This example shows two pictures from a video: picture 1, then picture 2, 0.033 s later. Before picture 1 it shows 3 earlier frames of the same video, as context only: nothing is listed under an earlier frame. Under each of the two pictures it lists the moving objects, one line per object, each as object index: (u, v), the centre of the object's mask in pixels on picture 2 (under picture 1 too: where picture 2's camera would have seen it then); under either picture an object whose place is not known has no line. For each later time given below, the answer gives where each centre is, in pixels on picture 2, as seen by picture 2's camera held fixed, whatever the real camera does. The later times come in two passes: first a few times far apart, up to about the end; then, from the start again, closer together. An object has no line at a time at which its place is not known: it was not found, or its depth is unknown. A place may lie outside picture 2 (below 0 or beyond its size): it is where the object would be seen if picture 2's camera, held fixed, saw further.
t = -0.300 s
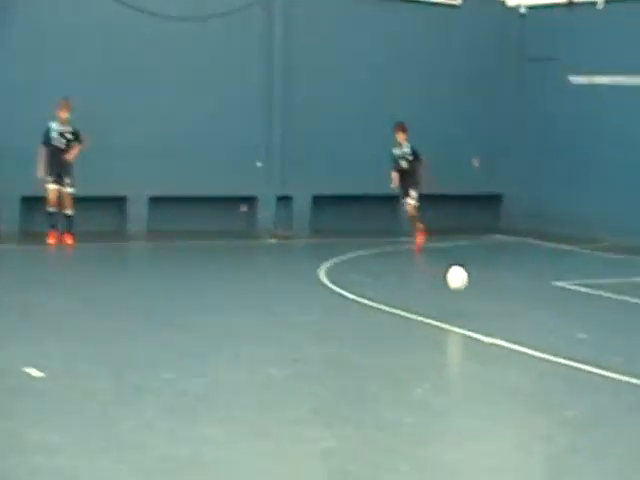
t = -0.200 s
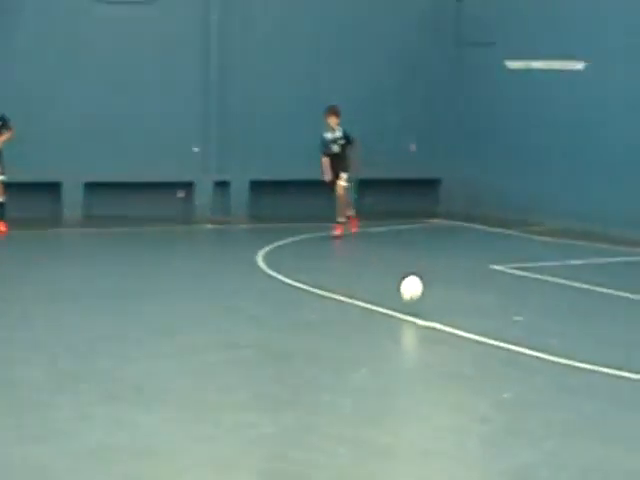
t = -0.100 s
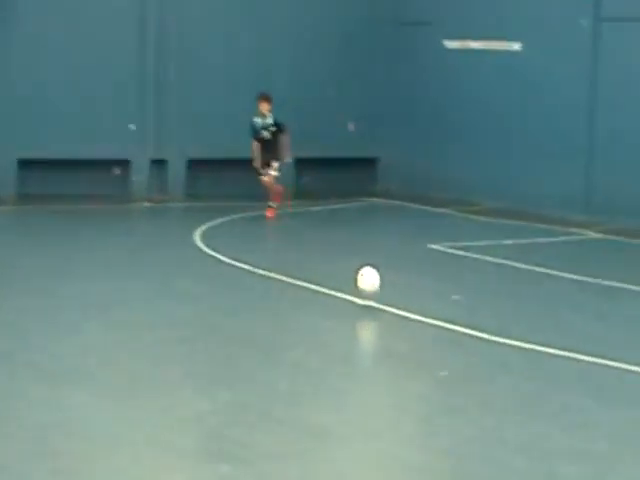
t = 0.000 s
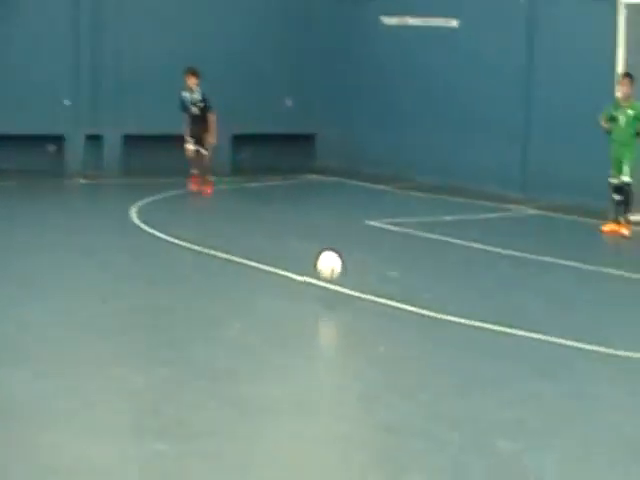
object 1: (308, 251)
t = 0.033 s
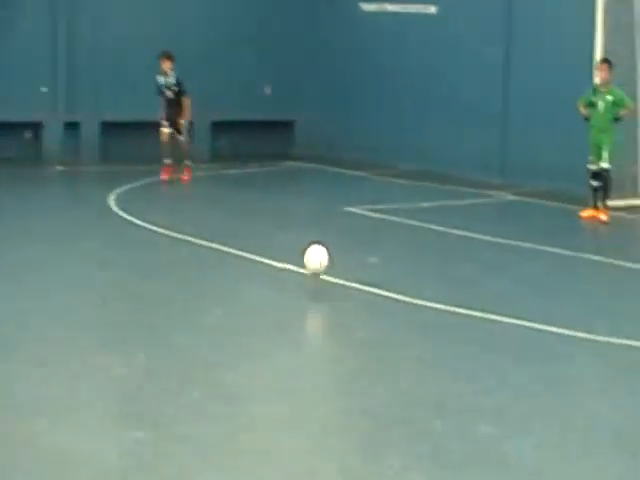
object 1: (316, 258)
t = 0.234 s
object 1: (370, 297)
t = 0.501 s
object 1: (475, 373)
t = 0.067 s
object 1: (324, 266)
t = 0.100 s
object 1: (332, 278)
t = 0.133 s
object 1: (341, 288)
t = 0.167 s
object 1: (350, 289)
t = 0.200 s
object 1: (360, 291)
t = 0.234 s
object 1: (370, 297)
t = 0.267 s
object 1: (381, 305)
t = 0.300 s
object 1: (393, 316)
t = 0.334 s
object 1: (405, 331)
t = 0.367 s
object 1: (418, 333)
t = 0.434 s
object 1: (446, 346)
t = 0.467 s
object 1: (460, 357)
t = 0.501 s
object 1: (475, 373)
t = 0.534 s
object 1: (492, 382)
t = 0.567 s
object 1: (510, 393)
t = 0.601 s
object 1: (529, 405)
